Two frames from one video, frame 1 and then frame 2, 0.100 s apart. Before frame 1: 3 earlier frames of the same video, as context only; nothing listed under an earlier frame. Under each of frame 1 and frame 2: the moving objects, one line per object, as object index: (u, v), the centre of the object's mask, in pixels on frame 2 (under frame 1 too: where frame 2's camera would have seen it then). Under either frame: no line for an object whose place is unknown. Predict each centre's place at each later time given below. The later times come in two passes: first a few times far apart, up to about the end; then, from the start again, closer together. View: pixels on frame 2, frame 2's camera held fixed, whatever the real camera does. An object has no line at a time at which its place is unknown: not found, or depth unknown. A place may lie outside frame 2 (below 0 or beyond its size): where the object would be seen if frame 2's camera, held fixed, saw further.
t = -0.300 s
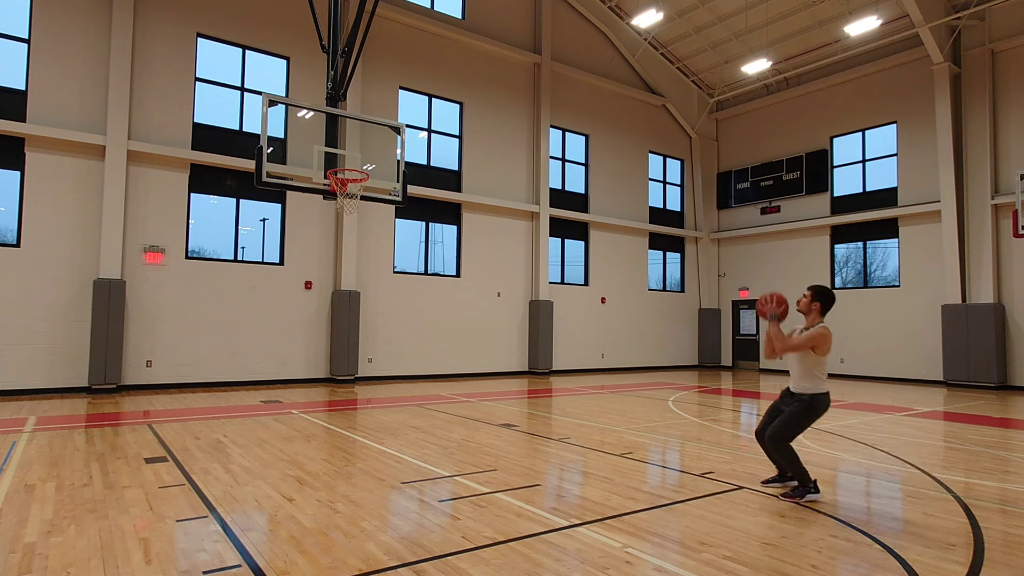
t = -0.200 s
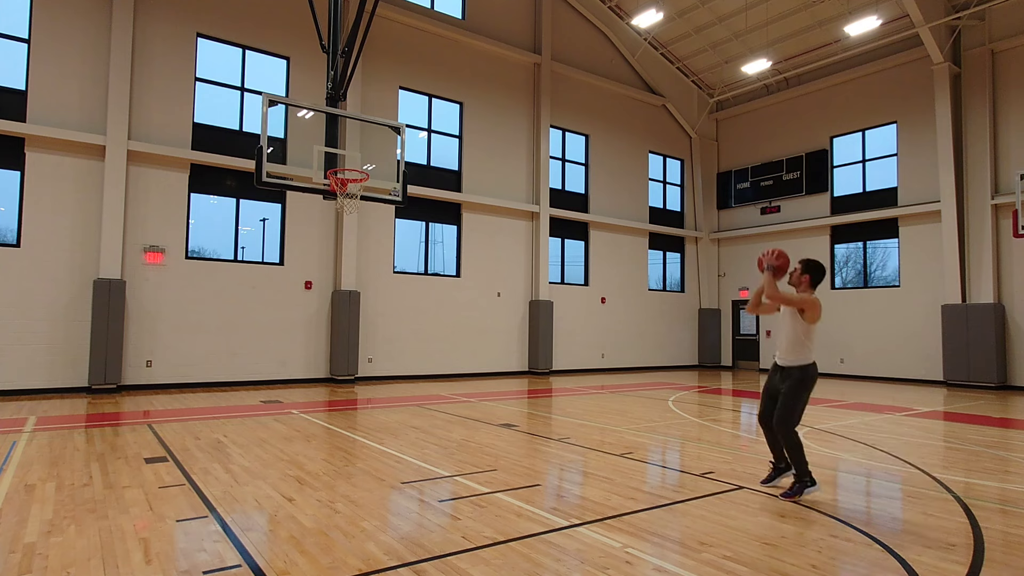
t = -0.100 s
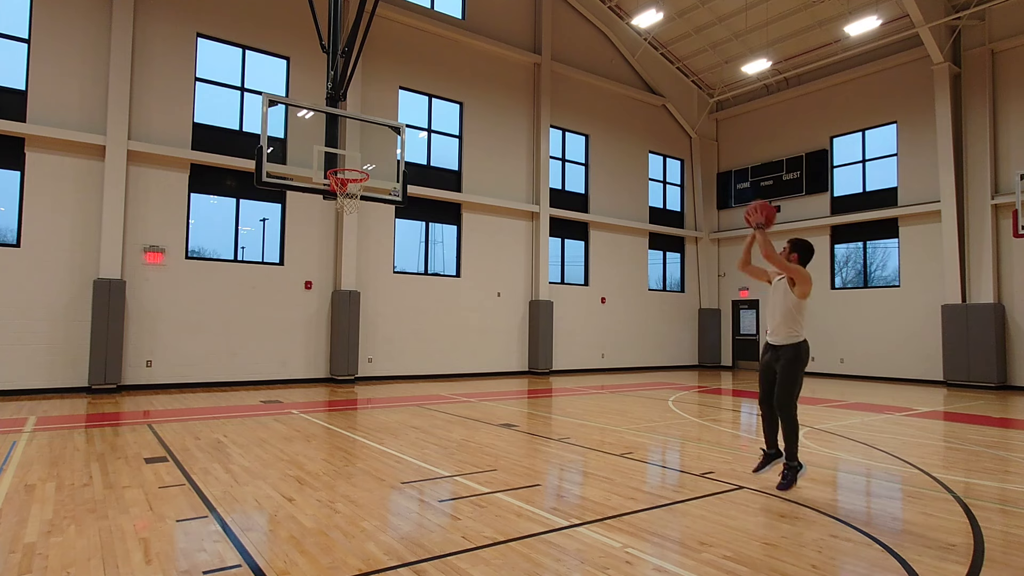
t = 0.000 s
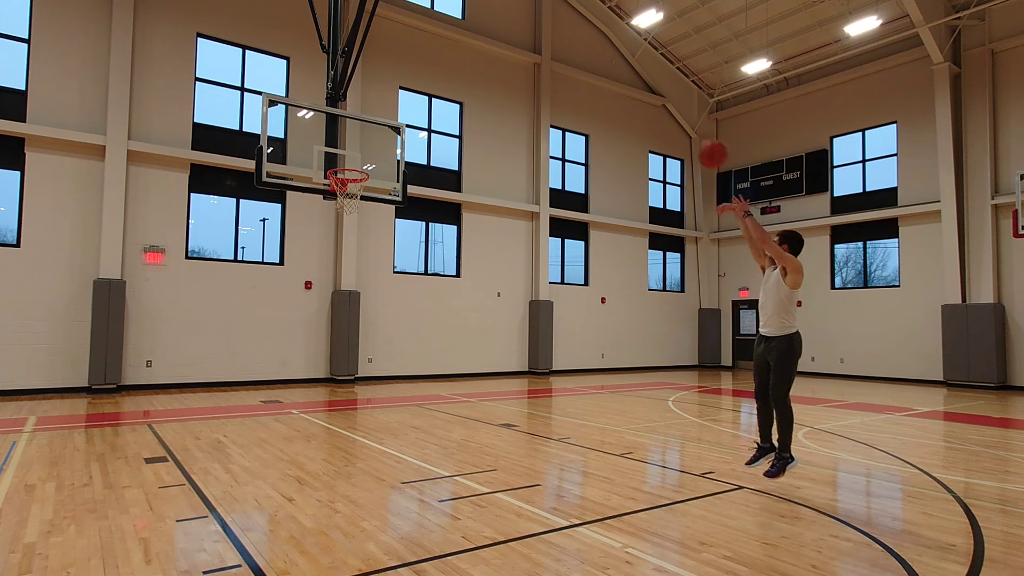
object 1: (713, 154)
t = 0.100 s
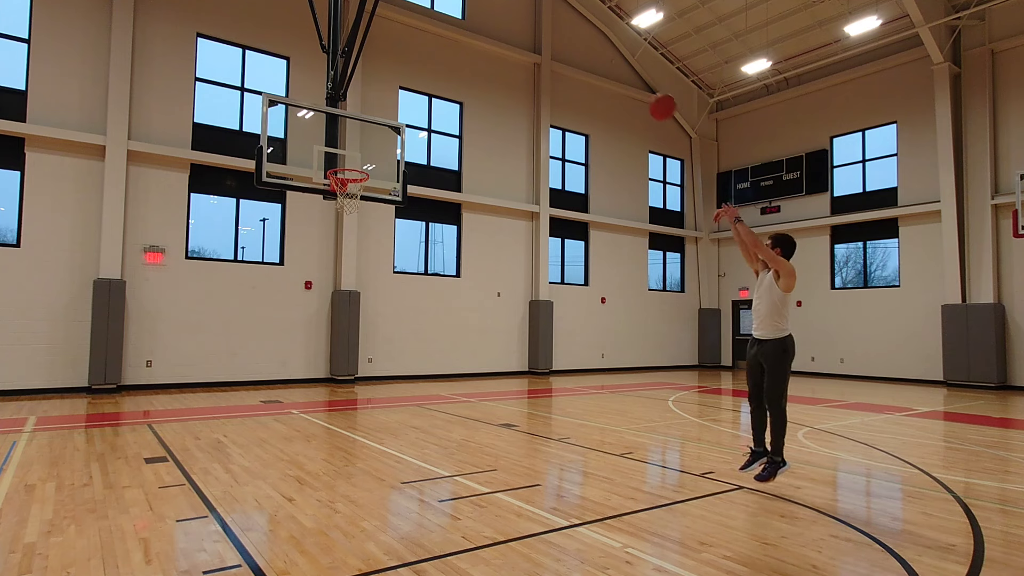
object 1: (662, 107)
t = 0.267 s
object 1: (588, 58)
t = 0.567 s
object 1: (476, 47)
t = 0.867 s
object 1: (384, 112)
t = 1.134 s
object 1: (345, 209)
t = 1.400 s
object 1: (369, 312)
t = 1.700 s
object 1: (401, 370)
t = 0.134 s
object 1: (647, 94)
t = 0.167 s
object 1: (631, 83)
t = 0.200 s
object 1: (617, 73)
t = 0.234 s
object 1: (602, 64)
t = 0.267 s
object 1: (588, 58)
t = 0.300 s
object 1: (574, 52)
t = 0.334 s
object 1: (561, 48)
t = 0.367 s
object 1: (548, 44)
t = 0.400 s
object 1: (536, 42)
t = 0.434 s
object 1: (523, 41)
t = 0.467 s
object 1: (511, 41)
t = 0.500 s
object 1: (499, 42)
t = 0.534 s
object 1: (488, 44)
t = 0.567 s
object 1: (476, 47)
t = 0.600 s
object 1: (465, 51)
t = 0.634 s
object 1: (454, 56)
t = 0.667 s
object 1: (444, 62)
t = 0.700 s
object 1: (433, 68)
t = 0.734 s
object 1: (423, 75)
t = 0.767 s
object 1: (413, 83)
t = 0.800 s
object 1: (403, 92)
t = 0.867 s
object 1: (384, 112)
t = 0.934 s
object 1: (366, 135)
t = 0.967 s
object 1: (357, 147)
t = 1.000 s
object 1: (348, 160)
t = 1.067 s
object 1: (339, 185)
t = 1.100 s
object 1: (342, 193)
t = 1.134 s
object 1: (345, 209)
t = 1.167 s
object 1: (349, 217)
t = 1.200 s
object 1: (352, 229)
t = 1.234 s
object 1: (355, 241)
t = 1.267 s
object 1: (358, 253)
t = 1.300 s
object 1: (361, 267)
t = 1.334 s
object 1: (364, 281)
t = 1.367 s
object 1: (367, 296)
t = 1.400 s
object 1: (369, 312)
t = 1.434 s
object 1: (372, 328)
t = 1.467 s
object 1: (374, 345)
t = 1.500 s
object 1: (377, 363)
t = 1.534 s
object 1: (379, 382)
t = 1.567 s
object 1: (381, 401)
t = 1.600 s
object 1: (385, 411)
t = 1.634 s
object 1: (390, 396)
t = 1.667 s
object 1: (396, 383)
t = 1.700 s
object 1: (401, 370)
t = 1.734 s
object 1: (407, 358)
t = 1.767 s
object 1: (412, 347)
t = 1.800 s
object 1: (418, 337)
